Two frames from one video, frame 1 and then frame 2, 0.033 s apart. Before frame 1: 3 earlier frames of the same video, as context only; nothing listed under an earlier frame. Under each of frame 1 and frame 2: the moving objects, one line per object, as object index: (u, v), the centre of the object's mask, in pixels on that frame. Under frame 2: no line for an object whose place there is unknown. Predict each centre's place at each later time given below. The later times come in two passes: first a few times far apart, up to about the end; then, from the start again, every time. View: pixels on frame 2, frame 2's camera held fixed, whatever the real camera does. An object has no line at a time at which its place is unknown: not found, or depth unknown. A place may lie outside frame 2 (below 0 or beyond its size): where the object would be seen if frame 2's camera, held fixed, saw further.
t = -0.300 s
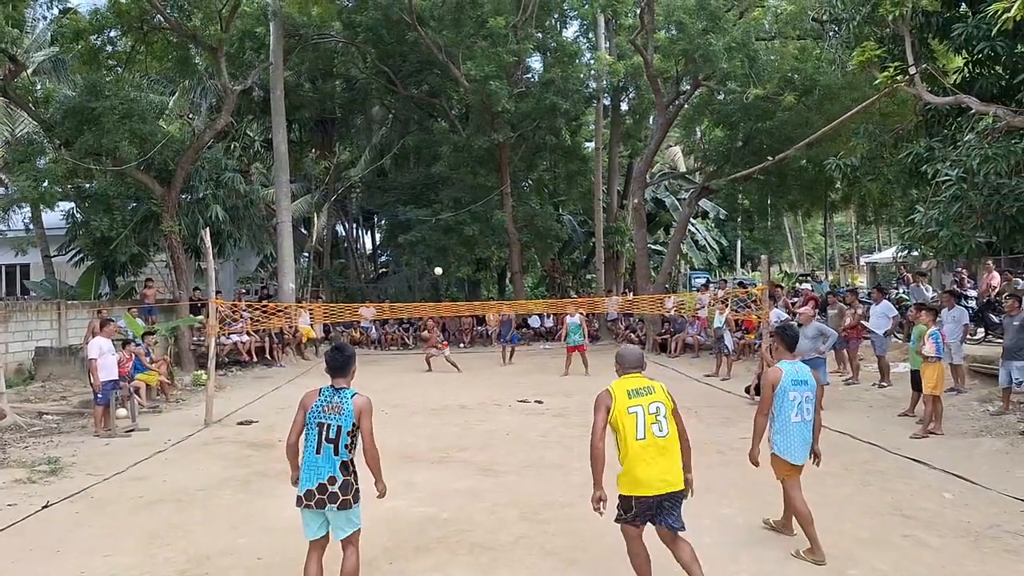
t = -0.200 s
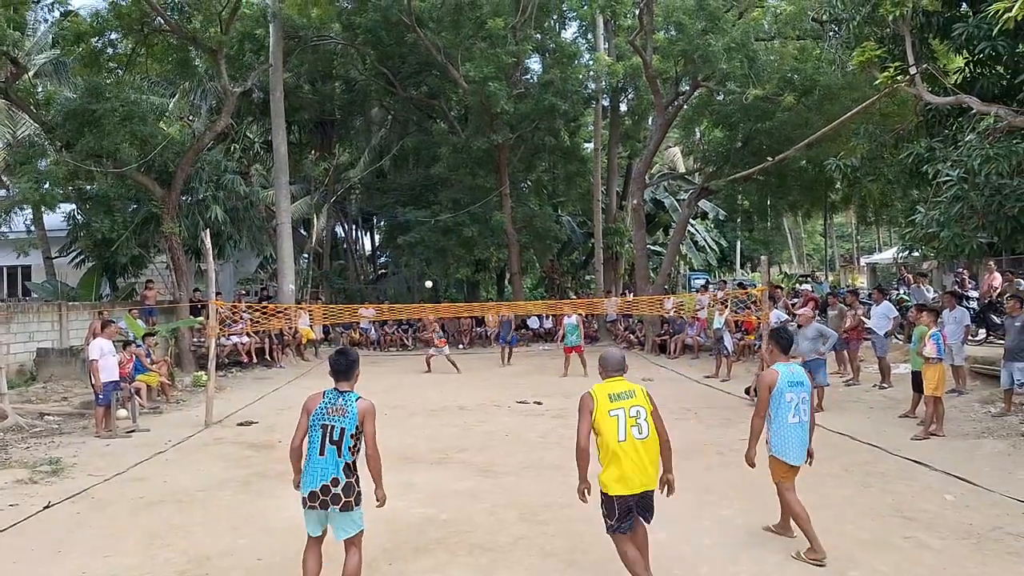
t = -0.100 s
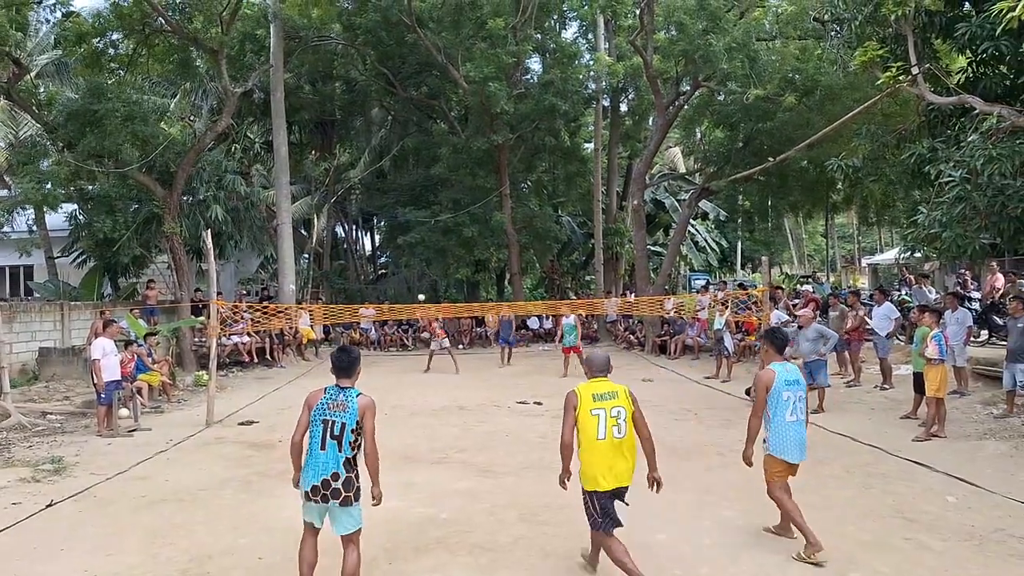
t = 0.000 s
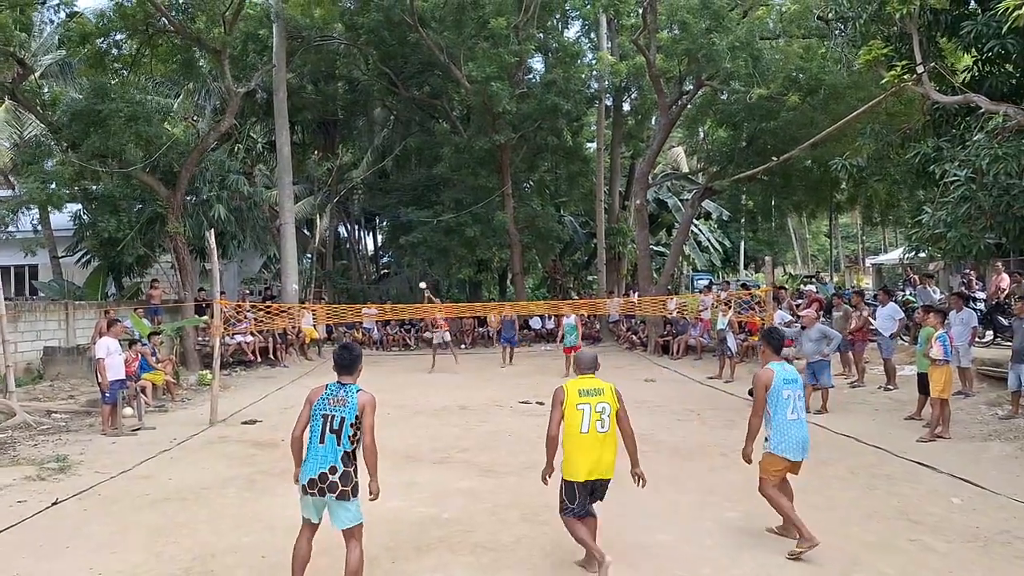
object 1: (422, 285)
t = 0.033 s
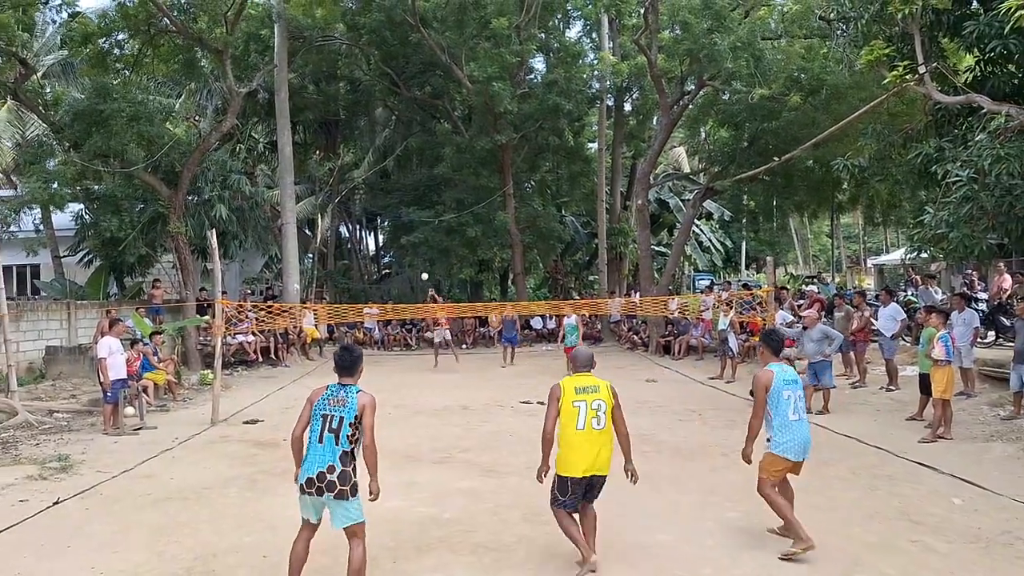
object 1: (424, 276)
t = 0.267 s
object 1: (431, 221)
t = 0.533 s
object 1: (443, 174)
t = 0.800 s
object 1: (461, 157)
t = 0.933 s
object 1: (473, 167)
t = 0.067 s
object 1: (425, 268)
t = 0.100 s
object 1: (426, 260)
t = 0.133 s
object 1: (427, 251)
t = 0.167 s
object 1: (428, 243)
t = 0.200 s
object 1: (429, 235)
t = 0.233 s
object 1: (430, 228)
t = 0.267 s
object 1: (431, 221)
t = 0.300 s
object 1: (432, 214)
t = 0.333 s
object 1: (434, 207)
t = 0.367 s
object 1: (435, 201)
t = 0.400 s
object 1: (436, 195)
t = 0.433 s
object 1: (438, 189)
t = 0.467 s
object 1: (440, 183)
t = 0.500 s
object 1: (441, 178)
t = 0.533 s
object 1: (443, 174)
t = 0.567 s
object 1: (445, 169)
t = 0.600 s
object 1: (447, 166)
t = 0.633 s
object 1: (448, 163)
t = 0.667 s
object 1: (451, 160)
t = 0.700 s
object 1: (453, 159)
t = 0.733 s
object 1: (455, 157)
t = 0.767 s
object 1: (458, 157)
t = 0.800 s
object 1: (461, 157)
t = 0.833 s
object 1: (464, 158)
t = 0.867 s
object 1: (467, 160)
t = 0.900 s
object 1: (470, 163)
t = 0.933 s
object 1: (473, 167)
